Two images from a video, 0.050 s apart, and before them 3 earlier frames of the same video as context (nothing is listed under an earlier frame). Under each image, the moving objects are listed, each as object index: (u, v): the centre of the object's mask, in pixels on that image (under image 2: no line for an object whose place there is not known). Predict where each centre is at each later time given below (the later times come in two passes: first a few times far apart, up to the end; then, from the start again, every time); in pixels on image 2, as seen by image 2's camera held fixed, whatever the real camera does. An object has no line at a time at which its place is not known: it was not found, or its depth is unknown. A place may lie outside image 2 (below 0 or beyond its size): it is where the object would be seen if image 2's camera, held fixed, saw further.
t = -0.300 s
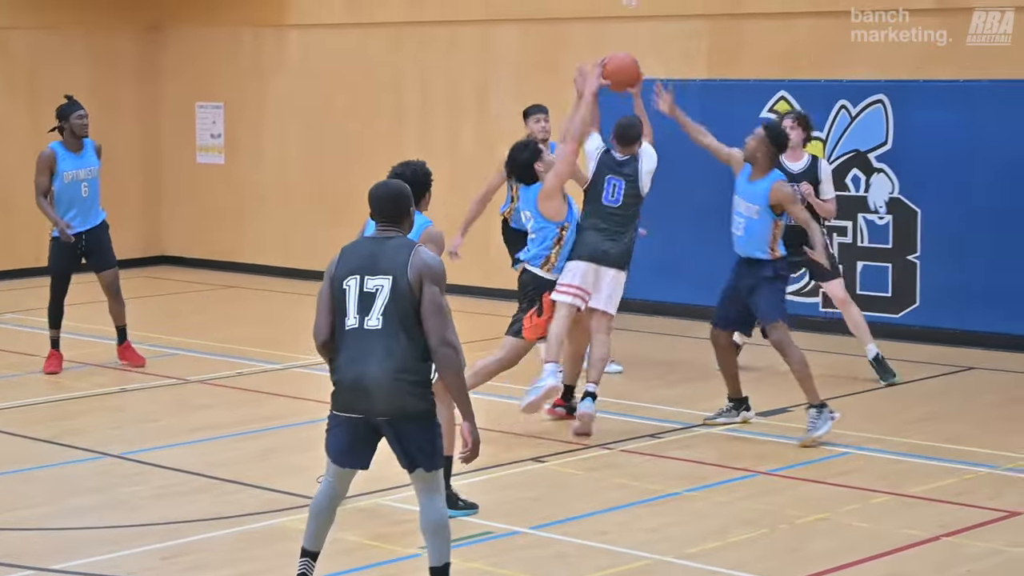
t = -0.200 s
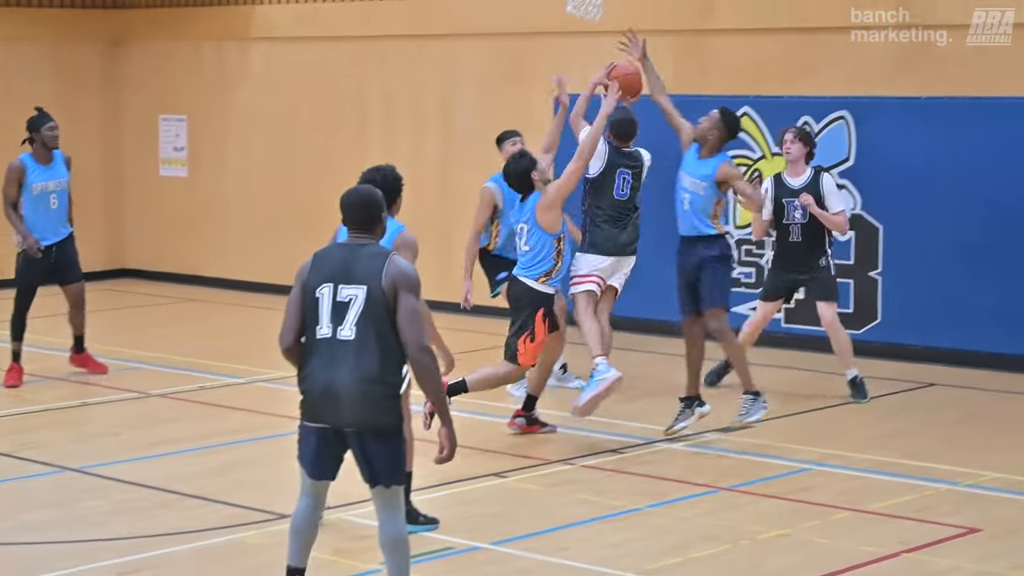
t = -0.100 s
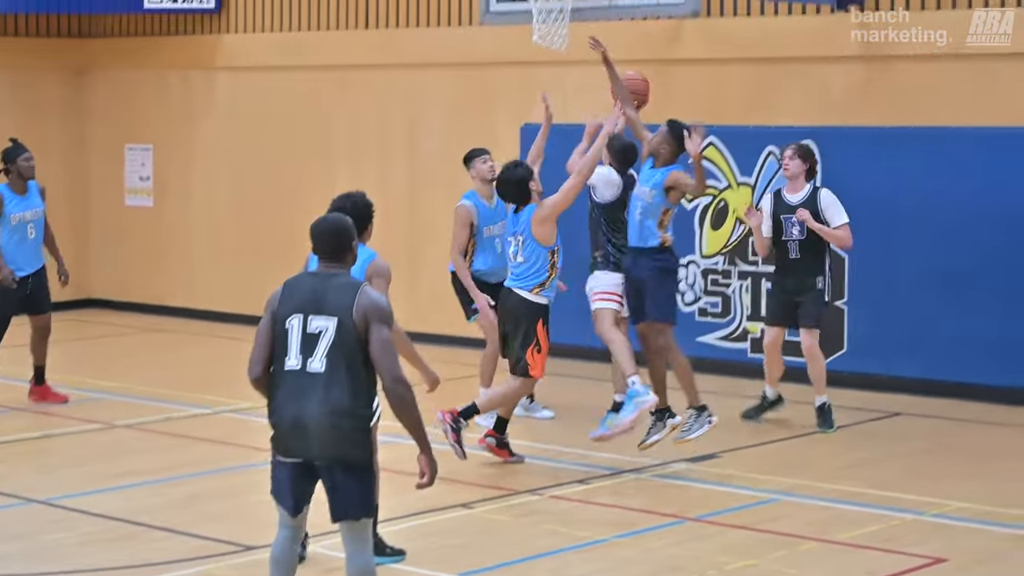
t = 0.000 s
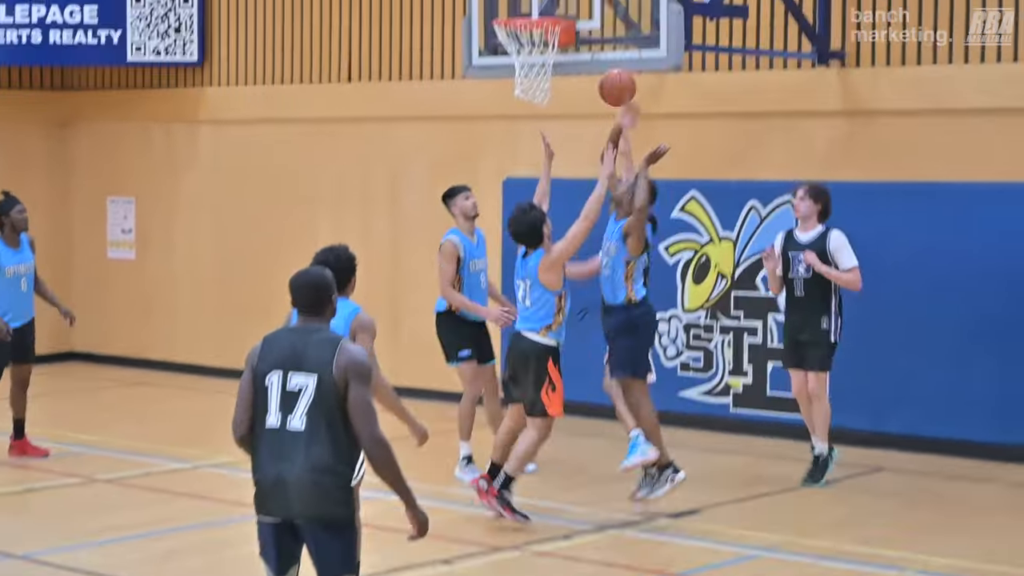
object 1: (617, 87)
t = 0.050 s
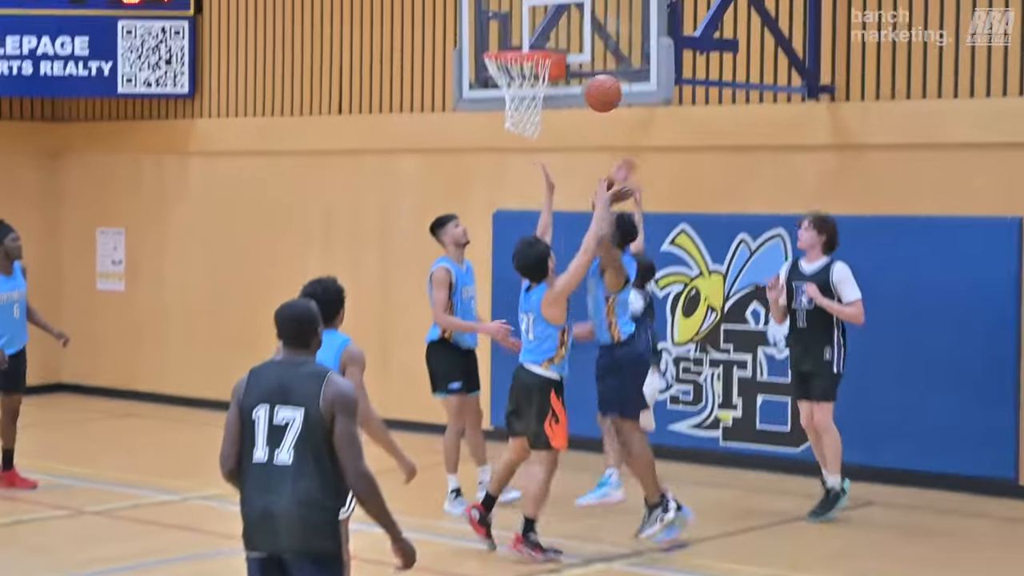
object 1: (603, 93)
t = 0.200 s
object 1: (591, 36)
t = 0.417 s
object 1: (564, 10)
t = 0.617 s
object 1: (506, 27)
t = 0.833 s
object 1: (520, 33)
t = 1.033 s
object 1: (521, 47)
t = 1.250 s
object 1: (501, 105)
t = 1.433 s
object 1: (496, 159)
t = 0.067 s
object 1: (601, 85)
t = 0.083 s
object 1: (600, 78)
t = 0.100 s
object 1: (599, 70)
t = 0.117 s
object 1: (598, 64)
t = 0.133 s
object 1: (596, 57)
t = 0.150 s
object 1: (595, 51)
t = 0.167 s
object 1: (593, 45)
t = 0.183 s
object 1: (592, 40)
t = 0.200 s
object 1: (591, 36)
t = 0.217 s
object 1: (589, 32)
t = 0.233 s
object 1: (588, 28)
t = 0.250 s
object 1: (587, 25)
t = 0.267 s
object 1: (586, 22)
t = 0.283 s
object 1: (585, 20)
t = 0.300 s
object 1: (583, 18)
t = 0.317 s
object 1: (582, 17)
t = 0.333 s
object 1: (581, 16)
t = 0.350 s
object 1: (579, 15)
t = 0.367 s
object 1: (578, 15)
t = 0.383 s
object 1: (574, 13)
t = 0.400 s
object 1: (569, 11)
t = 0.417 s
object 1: (564, 10)
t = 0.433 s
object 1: (559, 9)
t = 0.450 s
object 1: (554, 9)
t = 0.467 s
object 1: (550, 9)
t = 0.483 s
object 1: (545, 9)
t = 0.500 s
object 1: (540, 10)
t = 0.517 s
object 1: (535, 11)
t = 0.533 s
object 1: (530, 13)
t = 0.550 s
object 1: (526, 14)
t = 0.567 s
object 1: (520, 18)
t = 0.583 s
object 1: (515, 20)
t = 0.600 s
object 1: (510, 24)
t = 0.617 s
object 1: (506, 27)
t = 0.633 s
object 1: (501, 31)
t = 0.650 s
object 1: (497, 35)
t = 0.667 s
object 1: (494, 37)
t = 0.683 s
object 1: (497, 35)
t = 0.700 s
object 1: (500, 33)
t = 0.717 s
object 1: (502, 33)
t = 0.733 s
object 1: (504, 32)
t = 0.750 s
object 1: (506, 31)
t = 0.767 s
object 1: (509, 31)
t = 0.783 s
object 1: (512, 31)
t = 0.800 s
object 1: (515, 31)
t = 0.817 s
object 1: (517, 32)
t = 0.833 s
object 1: (520, 33)
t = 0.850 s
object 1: (522, 34)
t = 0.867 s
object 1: (525, 35)
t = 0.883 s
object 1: (528, 36)
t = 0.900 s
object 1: (531, 38)
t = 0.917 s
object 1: (533, 39)
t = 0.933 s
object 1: (534, 40)
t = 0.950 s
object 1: (533, 41)
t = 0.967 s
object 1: (531, 42)
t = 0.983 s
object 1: (529, 43)
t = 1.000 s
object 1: (527, 44)
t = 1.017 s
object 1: (524, 46)
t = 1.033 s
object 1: (521, 47)
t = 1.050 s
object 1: (518, 49)
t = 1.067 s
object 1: (518, 69)
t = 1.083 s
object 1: (515, 73)
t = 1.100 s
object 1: (513, 78)
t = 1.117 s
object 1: (512, 82)
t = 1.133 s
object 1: (509, 88)
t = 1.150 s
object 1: (507, 90)
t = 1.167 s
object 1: (506, 93)
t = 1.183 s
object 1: (504, 96)
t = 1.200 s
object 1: (504, 98)
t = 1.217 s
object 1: (503, 100)
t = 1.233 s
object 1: (501, 102)
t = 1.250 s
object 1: (501, 105)
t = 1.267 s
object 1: (500, 108)
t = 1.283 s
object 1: (499, 112)
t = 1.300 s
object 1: (500, 115)
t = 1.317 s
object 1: (497, 125)
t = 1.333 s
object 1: (498, 128)
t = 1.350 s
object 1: (498, 131)
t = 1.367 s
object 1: (498, 133)
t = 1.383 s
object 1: (498, 140)
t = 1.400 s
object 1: (497, 146)
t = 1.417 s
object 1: (497, 152)
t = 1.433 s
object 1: (496, 159)
